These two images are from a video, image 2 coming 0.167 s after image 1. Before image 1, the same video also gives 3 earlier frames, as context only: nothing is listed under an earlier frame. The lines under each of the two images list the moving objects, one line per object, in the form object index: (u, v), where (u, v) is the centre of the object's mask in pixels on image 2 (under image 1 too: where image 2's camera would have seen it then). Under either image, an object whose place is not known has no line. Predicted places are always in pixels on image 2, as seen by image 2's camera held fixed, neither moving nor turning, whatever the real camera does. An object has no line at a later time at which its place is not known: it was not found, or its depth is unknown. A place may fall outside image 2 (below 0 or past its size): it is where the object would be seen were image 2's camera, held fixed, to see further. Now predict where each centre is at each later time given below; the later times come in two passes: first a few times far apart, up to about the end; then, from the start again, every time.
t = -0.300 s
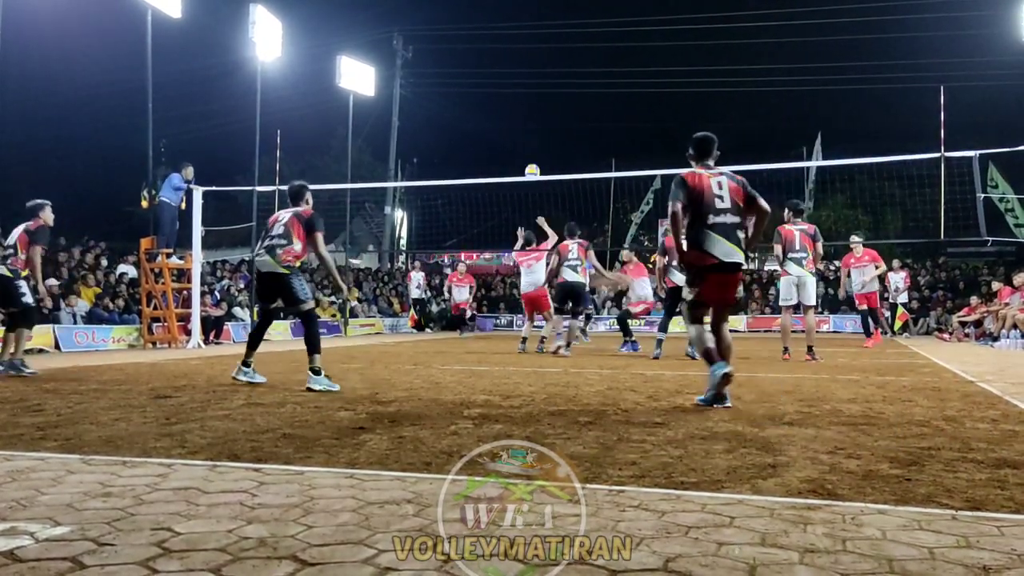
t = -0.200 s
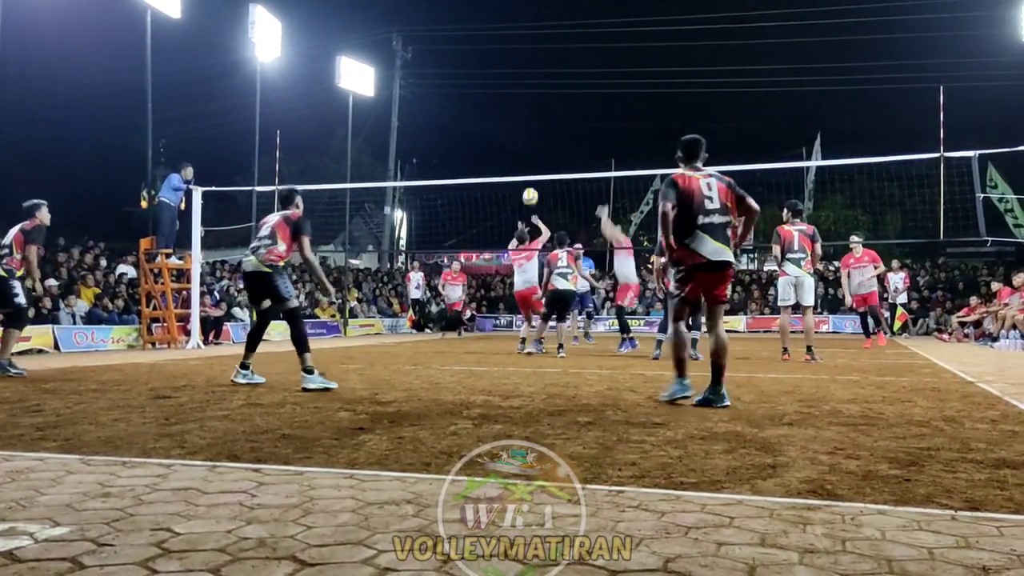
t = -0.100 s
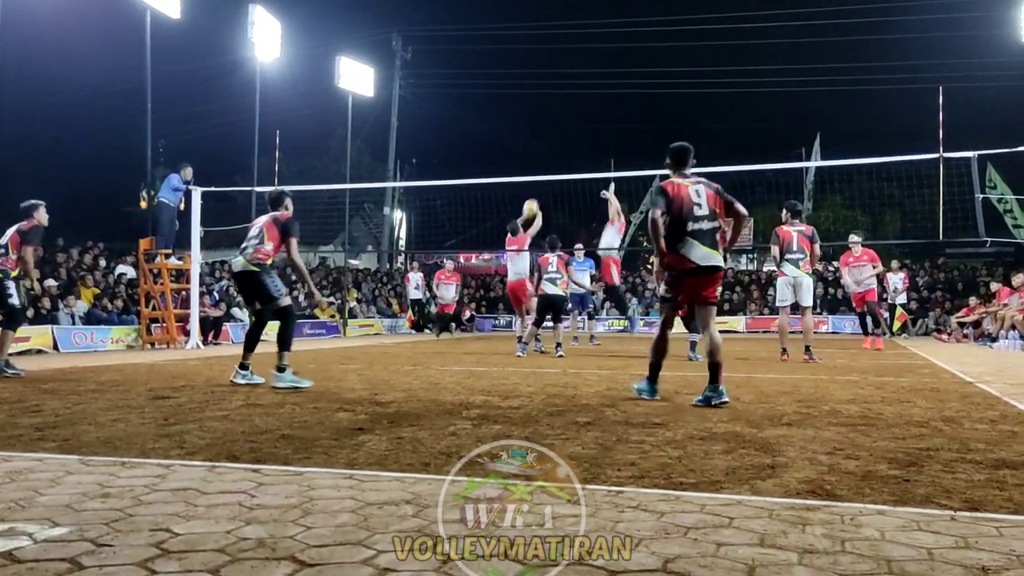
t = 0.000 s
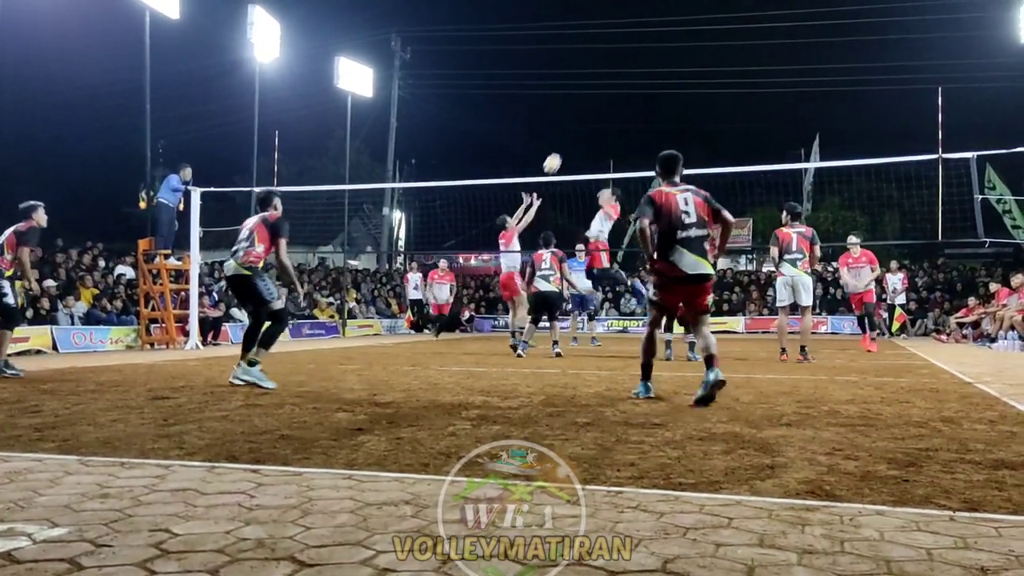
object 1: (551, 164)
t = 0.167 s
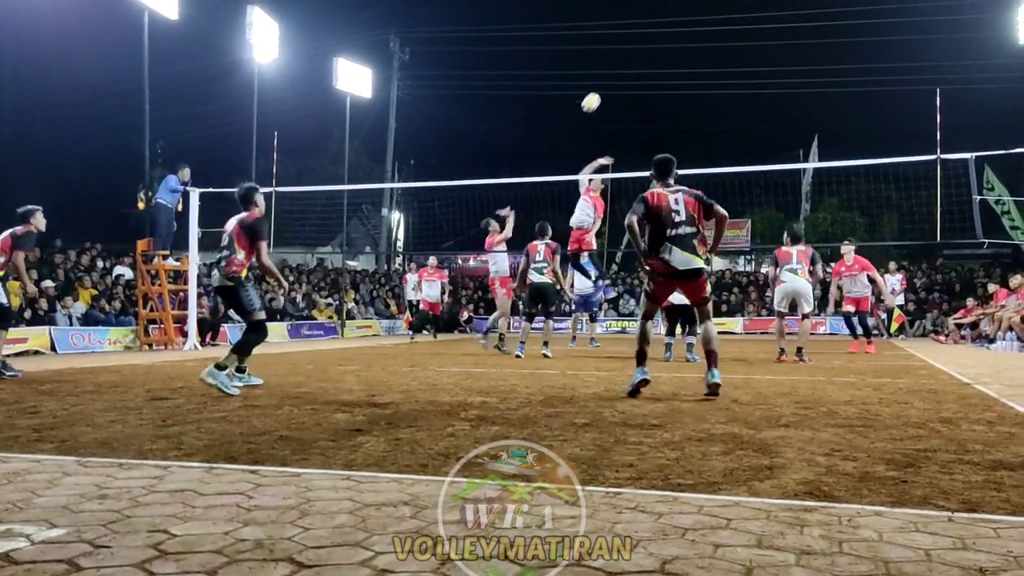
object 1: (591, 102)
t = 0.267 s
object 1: (615, 74)
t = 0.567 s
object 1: (685, 34)
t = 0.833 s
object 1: (747, 50)
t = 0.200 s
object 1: (598, 92)
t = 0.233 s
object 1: (606, 83)
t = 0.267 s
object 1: (615, 74)
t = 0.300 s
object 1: (622, 67)
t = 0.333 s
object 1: (630, 60)
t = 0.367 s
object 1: (638, 54)
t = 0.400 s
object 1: (646, 48)
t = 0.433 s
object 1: (653, 44)
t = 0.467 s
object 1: (661, 40)
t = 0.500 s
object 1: (669, 37)
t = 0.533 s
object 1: (677, 35)
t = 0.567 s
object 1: (685, 34)
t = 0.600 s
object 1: (693, 33)
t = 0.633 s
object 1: (701, 33)
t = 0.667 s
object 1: (708, 34)
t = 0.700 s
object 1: (716, 36)
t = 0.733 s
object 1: (724, 38)
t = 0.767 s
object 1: (732, 41)
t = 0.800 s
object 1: (740, 45)
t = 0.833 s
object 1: (747, 50)
